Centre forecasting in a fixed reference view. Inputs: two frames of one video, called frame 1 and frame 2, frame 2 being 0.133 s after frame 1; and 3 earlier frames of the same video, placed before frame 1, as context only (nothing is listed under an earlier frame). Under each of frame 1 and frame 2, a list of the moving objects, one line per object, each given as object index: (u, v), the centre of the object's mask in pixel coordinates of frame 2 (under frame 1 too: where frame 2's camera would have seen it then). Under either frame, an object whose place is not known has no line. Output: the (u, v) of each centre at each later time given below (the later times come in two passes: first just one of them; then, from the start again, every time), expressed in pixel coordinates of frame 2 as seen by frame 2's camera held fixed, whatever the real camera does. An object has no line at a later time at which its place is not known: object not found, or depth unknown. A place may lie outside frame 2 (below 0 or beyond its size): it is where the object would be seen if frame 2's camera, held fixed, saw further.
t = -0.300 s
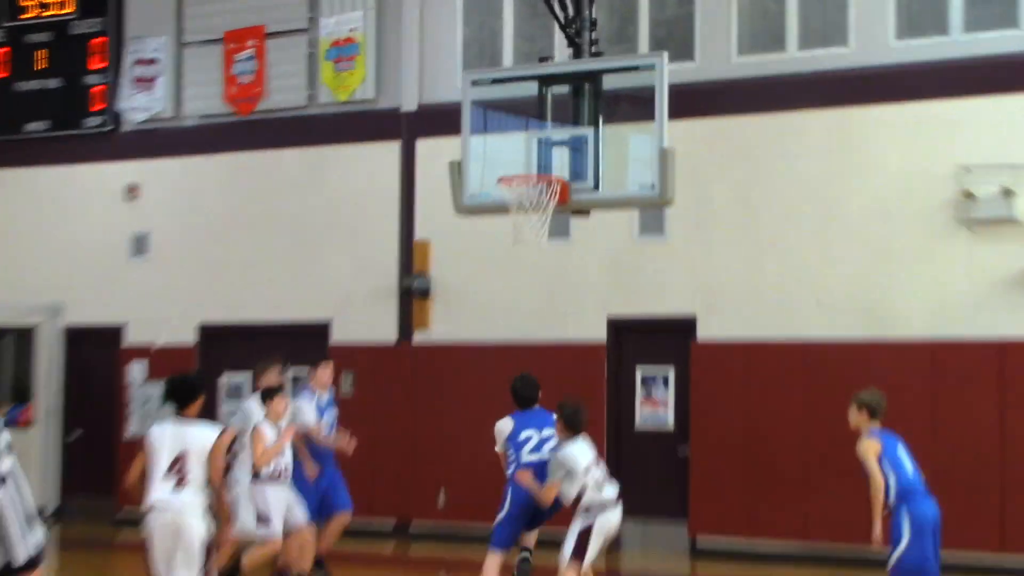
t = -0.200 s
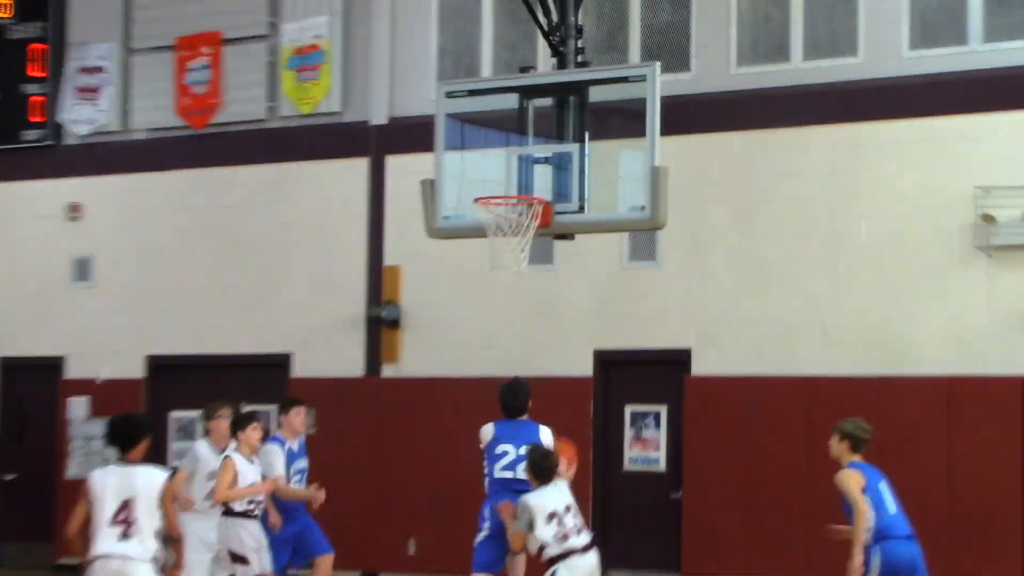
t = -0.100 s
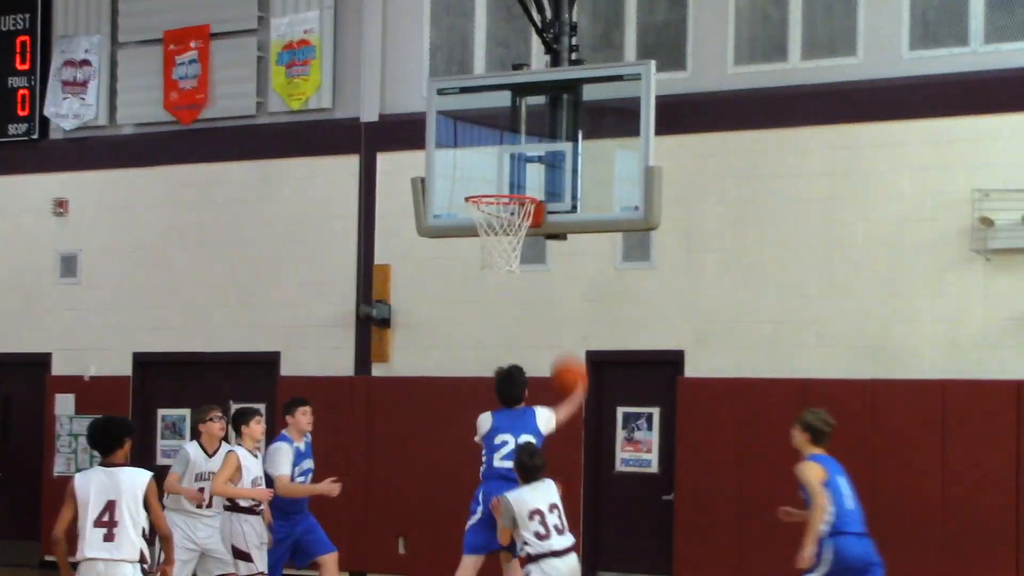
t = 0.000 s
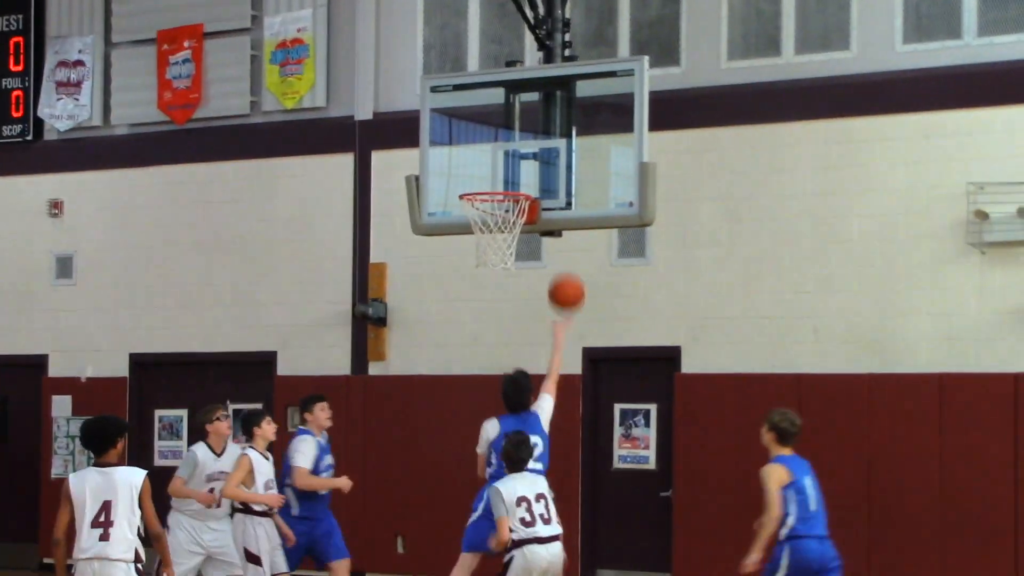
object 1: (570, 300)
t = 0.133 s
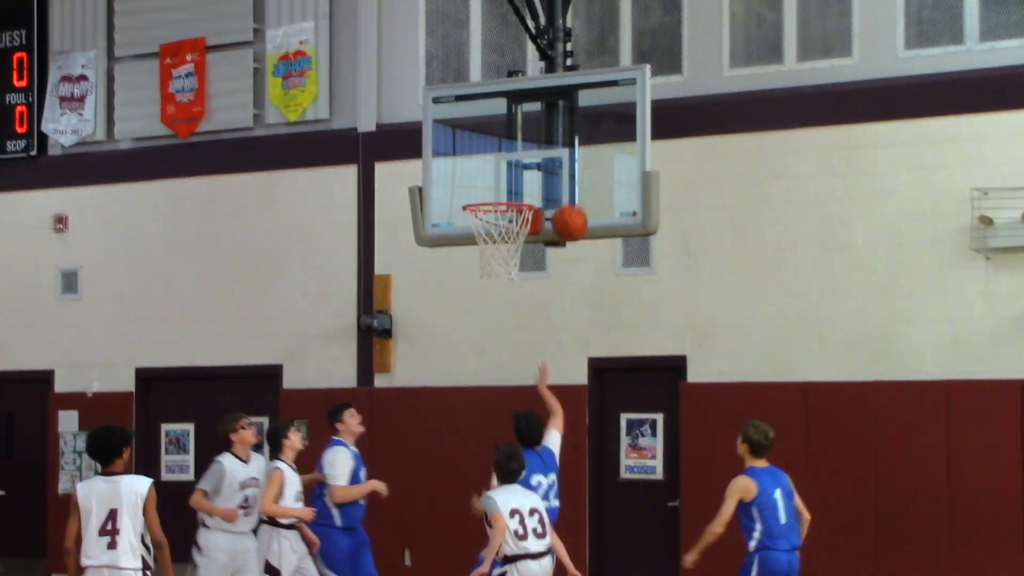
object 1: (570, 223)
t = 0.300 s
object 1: (568, 161)
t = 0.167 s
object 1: (569, 206)
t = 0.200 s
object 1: (569, 192)
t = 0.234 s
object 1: (568, 180)
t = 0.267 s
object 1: (568, 170)
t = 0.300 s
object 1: (568, 161)
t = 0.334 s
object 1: (565, 154)
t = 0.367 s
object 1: (558, 149)
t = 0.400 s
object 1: (550, 145)
